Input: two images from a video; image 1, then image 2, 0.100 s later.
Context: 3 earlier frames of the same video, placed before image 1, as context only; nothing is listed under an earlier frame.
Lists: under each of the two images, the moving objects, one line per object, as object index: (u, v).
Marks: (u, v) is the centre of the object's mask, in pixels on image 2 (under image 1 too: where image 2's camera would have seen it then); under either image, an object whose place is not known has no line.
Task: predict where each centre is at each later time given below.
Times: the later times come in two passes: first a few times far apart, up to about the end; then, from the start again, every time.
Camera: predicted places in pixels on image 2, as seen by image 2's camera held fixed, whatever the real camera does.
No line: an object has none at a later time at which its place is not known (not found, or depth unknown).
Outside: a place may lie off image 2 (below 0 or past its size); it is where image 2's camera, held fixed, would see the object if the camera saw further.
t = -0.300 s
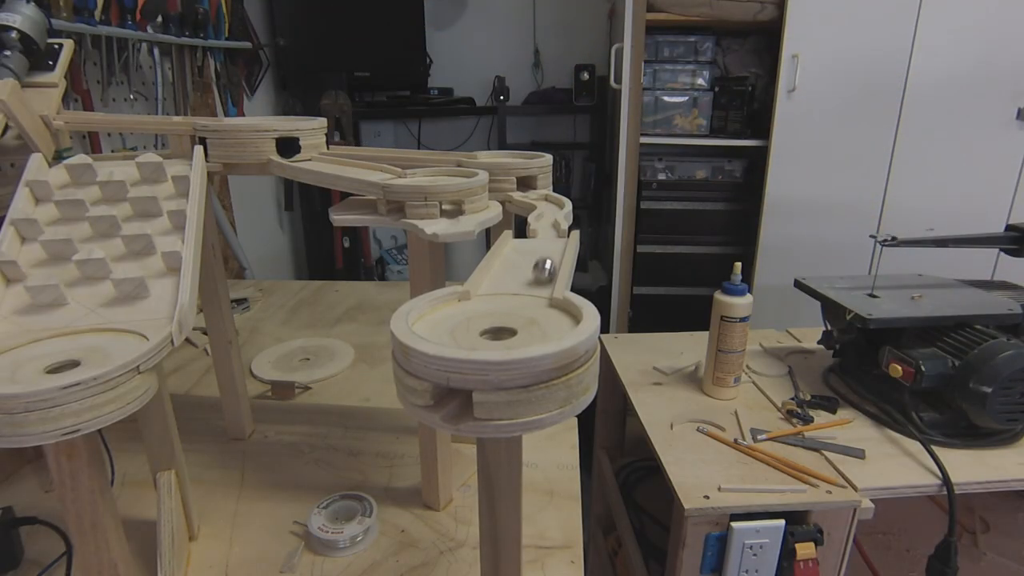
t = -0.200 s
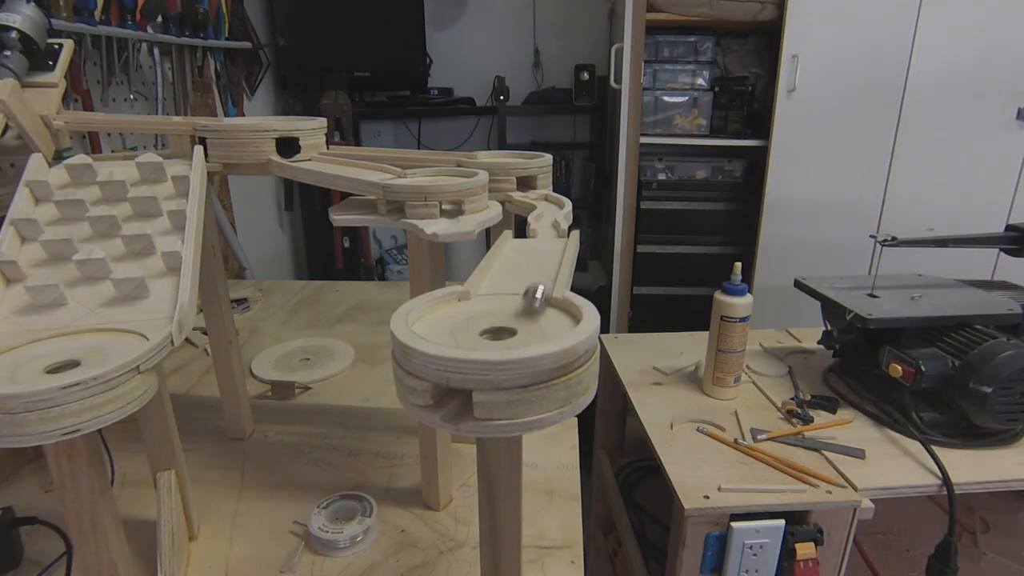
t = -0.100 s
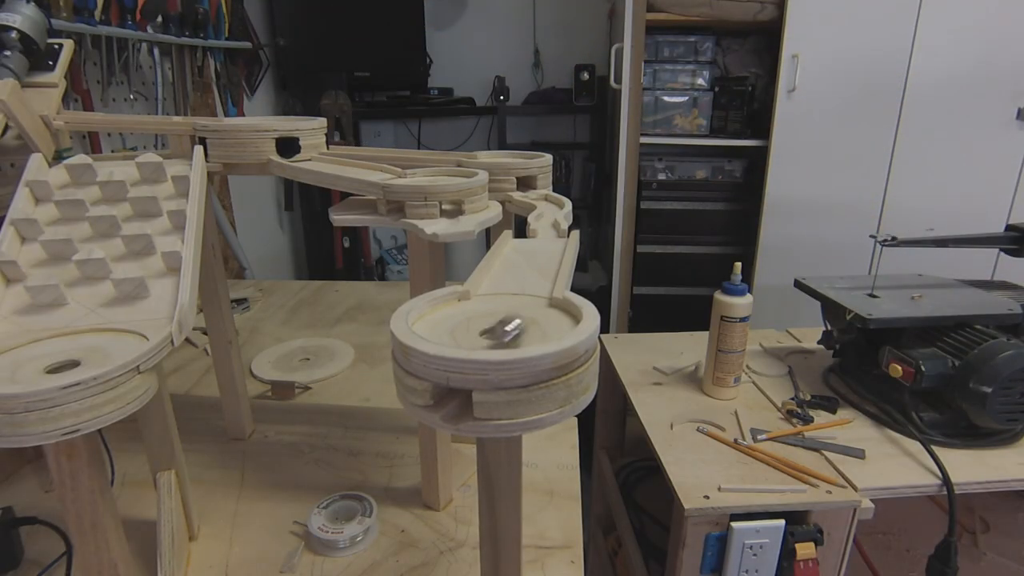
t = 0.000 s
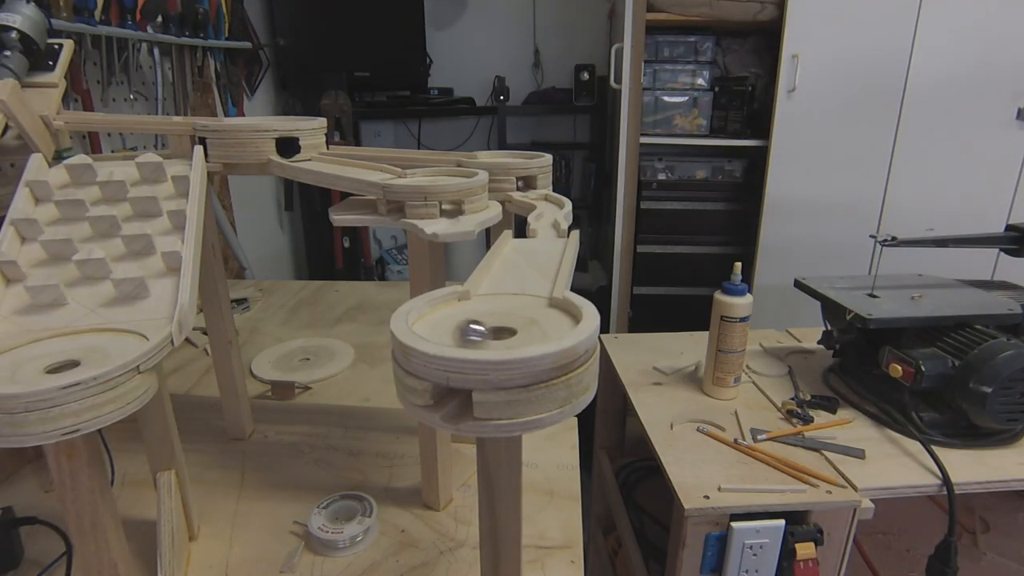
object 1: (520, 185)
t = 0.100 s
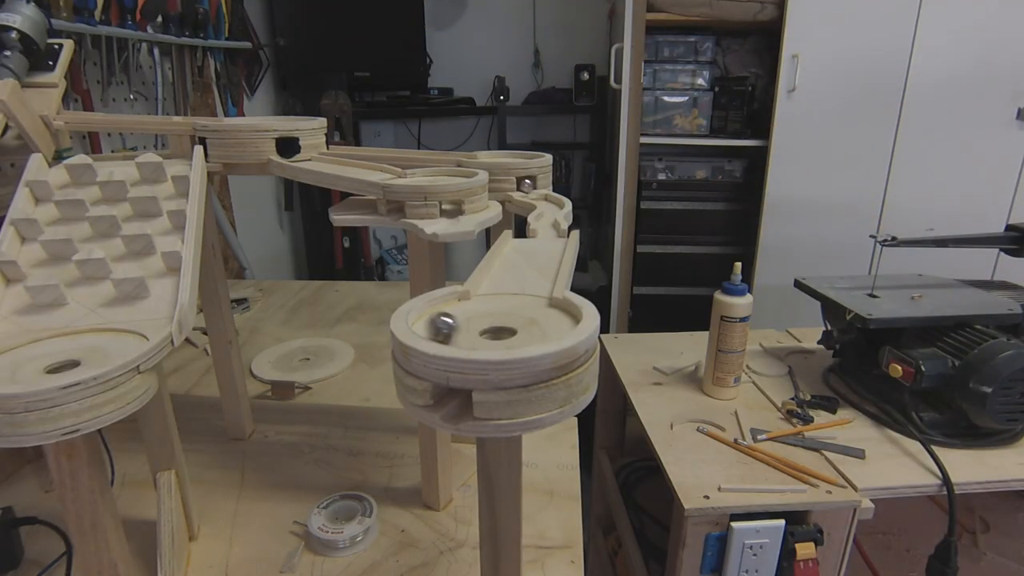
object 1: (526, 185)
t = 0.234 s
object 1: (540, 193)
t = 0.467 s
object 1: (547, 212)
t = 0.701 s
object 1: (550, 236)
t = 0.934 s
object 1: (539, 279)
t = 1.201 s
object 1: (474, 334)
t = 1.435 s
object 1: (424, 317)
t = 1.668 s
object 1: (458, 306)
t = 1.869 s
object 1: (497, 337)
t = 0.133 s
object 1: (529, 186)
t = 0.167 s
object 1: (531, 187)
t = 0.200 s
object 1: (534, 190)
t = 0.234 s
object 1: (540, 193)
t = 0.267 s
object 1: (542, 197)
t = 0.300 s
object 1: (545, 199)
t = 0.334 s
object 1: (550, 202)
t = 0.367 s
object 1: (554, 204)
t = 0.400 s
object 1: (553, 207)
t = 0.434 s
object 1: (550, 210)
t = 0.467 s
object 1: (547, 212)
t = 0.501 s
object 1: (544, 215)
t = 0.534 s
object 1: (544, 218)
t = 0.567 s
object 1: (546, 221)
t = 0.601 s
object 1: (550, 225)
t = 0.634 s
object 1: (550, 228)
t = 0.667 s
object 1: (550, 231)
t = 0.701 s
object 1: (550, 236)
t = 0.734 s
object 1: (550, 241)
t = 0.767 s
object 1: (549, 245)
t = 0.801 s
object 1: (548, 251)
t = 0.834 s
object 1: (547, 257)
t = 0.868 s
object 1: (545, 263)
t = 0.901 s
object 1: (543, 271)
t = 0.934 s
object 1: (539, 279)
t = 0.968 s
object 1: (536, 288)
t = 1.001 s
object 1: (531, 298)
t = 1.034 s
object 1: (525, 311)
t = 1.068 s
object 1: (511, 325)
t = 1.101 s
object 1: (503, 329)
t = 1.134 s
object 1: (496, 335)
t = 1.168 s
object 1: (490, 334)
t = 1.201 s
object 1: (474, 334)
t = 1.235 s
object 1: (462, 332)
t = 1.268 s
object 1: (452, 330)
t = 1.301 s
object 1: (444, 327)
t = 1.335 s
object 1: (435, 324)
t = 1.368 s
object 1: (429, 321)
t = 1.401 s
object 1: (424, 319)
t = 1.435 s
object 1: (424, 317)
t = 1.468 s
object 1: (426, 315)
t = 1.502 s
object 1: (428, 313)
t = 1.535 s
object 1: (435, 310)
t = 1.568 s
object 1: (440, 309)
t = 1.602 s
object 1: (445, 307)
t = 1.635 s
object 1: (451, 307)
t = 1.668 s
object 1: (458, 306)
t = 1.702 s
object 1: (466, 306)
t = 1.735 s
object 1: (474, 308)
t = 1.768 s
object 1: (483, 310)
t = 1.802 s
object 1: (493, 315)
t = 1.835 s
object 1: (499, 326)
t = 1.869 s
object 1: (497, 337)
